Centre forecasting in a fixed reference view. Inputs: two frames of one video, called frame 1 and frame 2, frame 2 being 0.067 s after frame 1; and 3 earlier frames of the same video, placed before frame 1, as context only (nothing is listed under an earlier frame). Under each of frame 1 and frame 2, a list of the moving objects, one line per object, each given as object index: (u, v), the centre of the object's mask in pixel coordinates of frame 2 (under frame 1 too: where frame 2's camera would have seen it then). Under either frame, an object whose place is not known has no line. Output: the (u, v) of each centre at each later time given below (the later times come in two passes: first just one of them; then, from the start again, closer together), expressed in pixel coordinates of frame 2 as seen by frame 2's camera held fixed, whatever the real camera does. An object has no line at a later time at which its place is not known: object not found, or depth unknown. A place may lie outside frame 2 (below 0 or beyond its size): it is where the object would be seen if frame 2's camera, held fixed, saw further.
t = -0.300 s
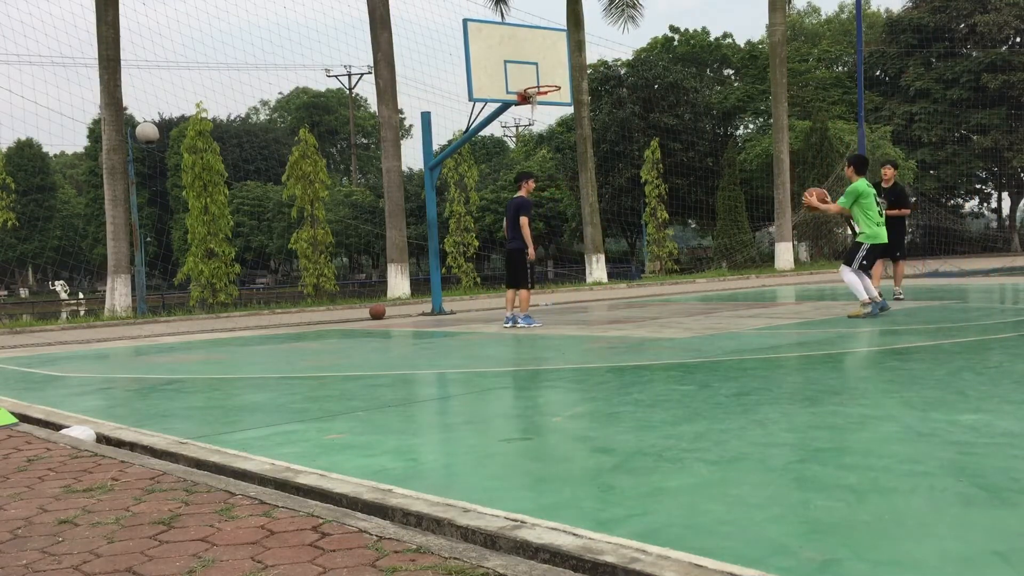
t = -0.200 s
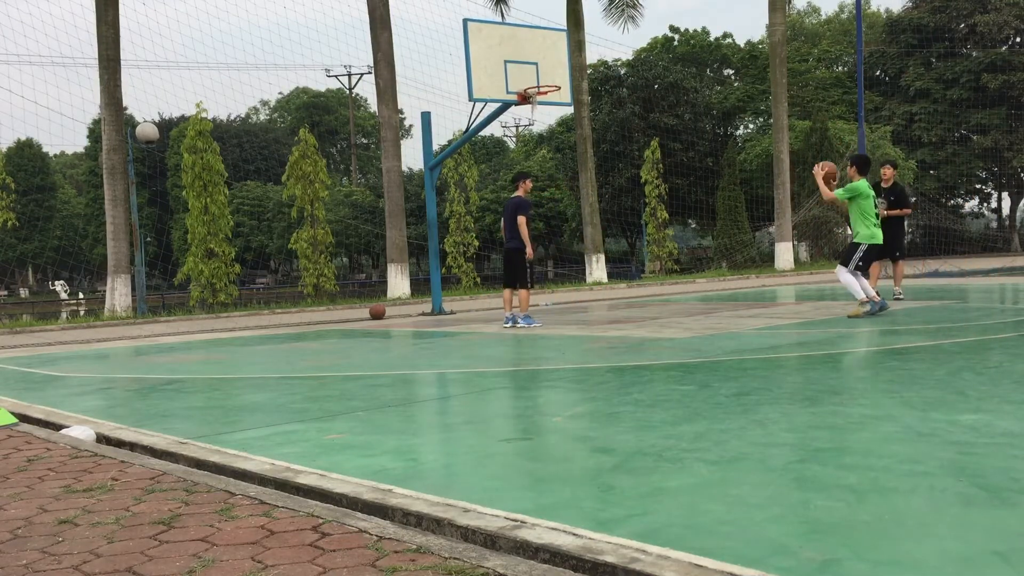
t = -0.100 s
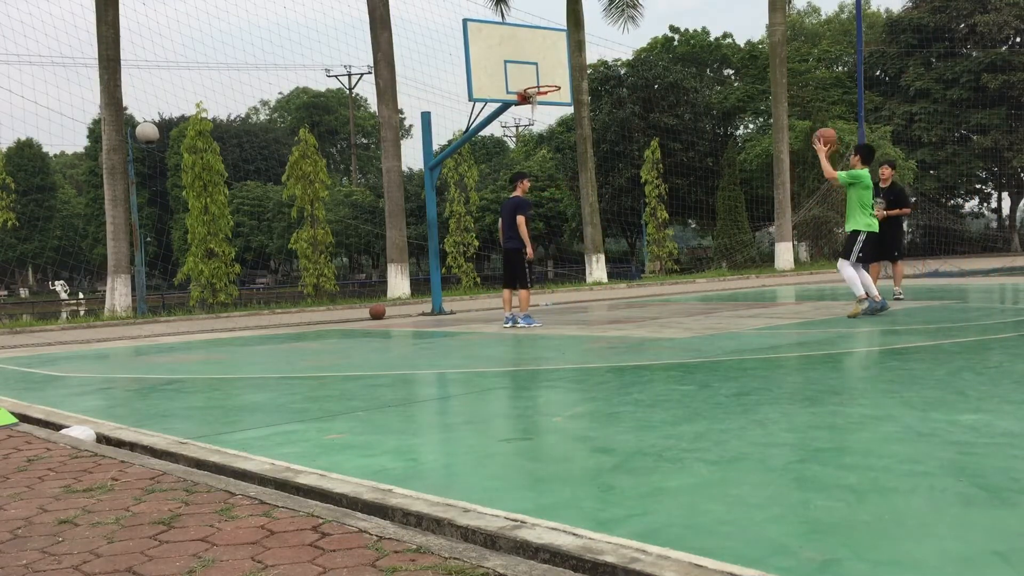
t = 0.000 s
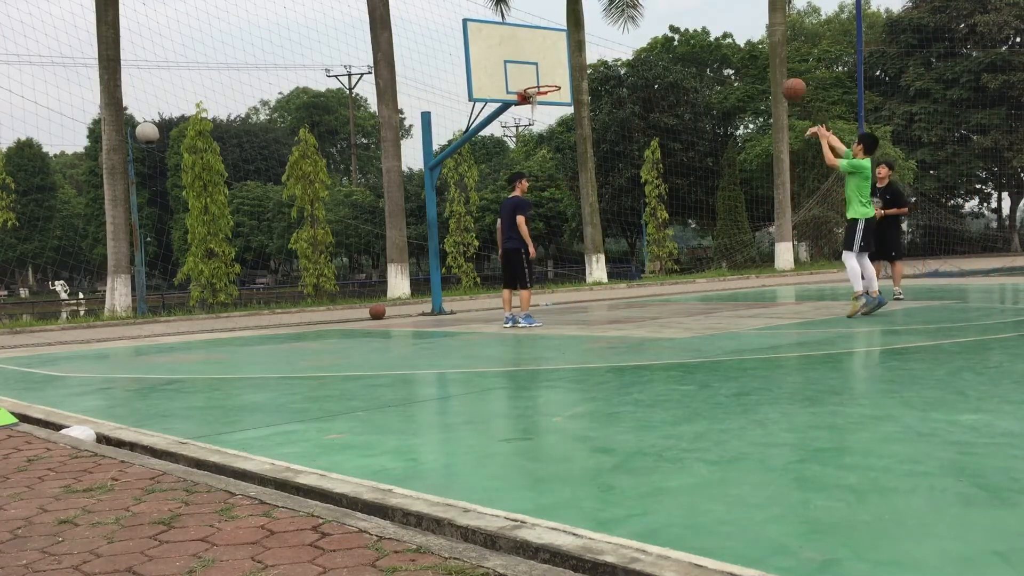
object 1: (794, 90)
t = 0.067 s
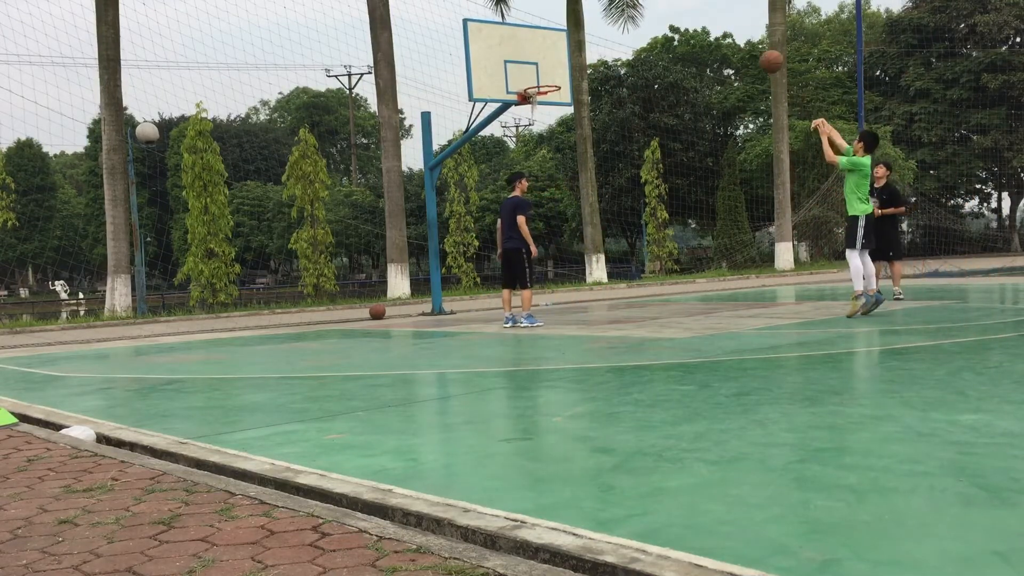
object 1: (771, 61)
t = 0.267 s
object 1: (709, 8)
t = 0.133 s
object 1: (749, 39)
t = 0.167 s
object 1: (739, 29)
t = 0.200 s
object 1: (729, 20)
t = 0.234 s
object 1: (718, 12)
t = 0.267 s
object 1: (709, 8)
